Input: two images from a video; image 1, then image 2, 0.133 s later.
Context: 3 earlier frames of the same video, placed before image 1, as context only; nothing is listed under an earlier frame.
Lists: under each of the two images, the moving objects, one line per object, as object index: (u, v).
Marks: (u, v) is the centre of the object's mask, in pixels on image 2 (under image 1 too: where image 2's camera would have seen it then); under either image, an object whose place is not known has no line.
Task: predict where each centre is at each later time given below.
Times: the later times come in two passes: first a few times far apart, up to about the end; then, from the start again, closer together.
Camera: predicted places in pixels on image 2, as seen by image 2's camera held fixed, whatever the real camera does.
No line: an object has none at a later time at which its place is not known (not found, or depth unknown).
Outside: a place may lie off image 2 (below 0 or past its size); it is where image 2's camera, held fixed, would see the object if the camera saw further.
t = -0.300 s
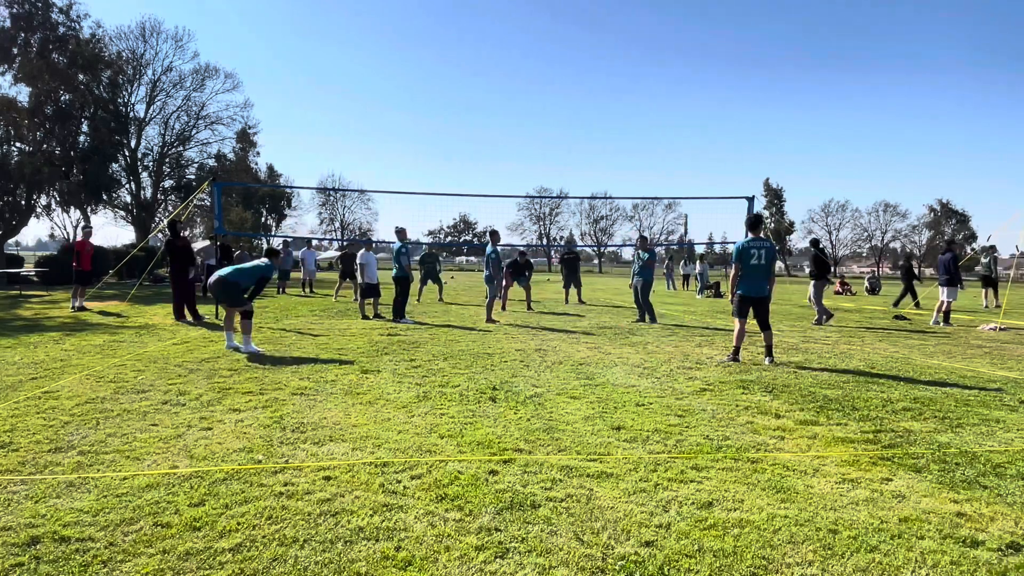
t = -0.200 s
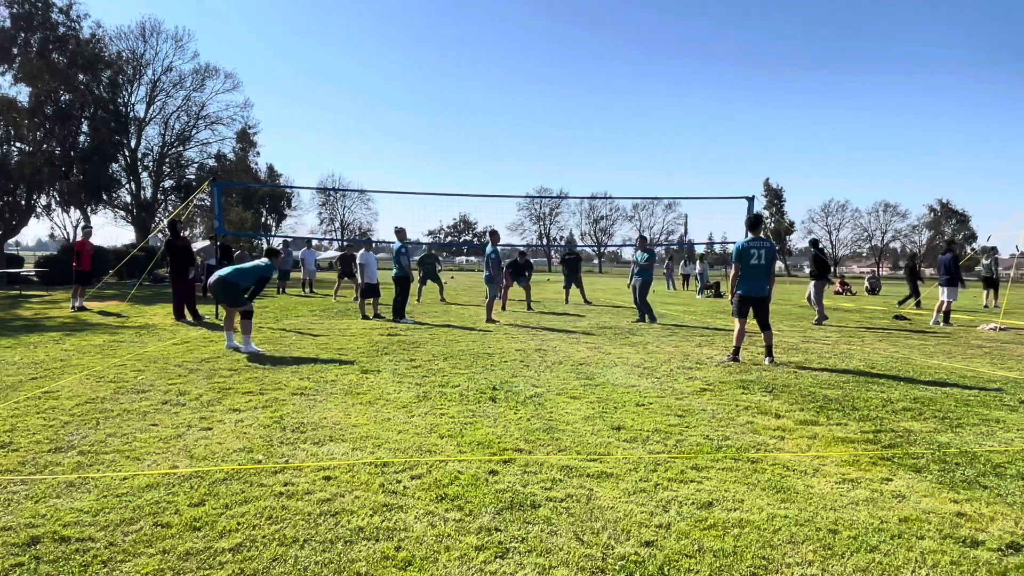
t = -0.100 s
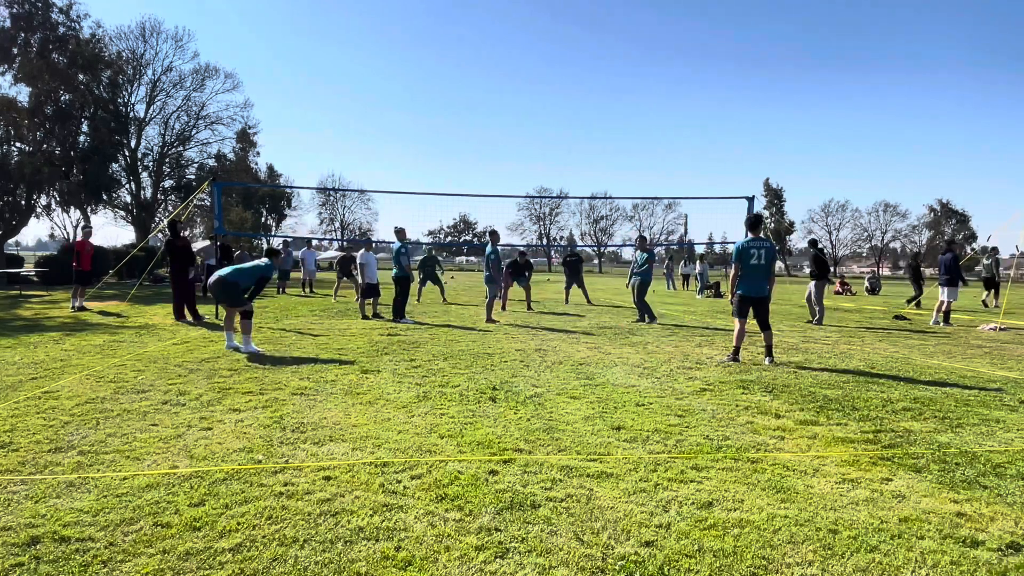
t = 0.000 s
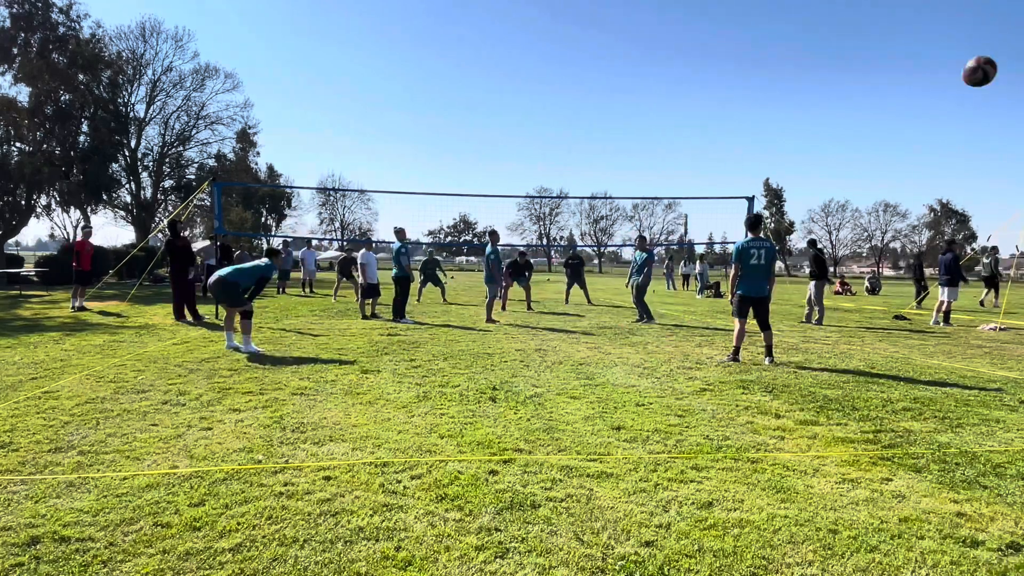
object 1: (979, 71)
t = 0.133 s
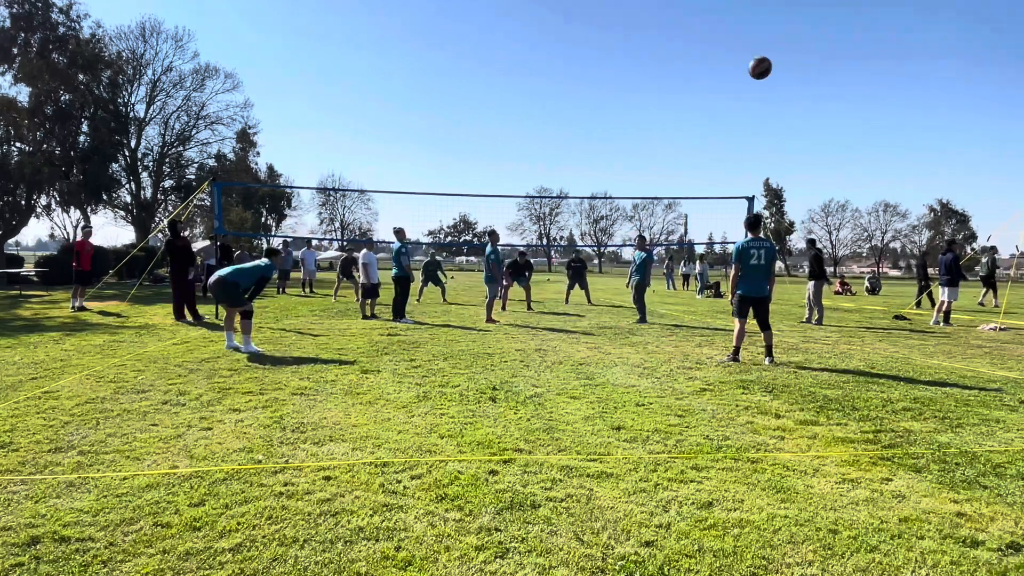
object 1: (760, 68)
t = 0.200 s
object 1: (689, 73)
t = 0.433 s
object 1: (541, 103)
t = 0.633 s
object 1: (470, 139)
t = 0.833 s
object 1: (424, 176)
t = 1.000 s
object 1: (394, 208)
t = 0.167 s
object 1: (721, 70)
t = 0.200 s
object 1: (689, 73)
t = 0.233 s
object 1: (660, 76)
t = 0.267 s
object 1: (634, 80)
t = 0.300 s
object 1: (612, 83)
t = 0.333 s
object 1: (591, 88)
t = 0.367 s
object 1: (572, 93)
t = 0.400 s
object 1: (555, 98)
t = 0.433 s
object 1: (541, 103)
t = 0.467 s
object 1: (527, 109)
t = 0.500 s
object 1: (514, 115)
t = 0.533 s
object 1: (502, 121)
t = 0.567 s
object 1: (491, 127)
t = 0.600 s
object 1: (480, 133)
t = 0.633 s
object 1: (470, 139)
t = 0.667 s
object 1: (461, 145)
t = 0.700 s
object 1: (453, 151)
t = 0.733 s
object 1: (445, 157)
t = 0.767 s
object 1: (437, 163)
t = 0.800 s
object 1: (430, 169)
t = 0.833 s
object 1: (424, 176)
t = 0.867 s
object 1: (417, 182)
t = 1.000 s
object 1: (394, 208)
